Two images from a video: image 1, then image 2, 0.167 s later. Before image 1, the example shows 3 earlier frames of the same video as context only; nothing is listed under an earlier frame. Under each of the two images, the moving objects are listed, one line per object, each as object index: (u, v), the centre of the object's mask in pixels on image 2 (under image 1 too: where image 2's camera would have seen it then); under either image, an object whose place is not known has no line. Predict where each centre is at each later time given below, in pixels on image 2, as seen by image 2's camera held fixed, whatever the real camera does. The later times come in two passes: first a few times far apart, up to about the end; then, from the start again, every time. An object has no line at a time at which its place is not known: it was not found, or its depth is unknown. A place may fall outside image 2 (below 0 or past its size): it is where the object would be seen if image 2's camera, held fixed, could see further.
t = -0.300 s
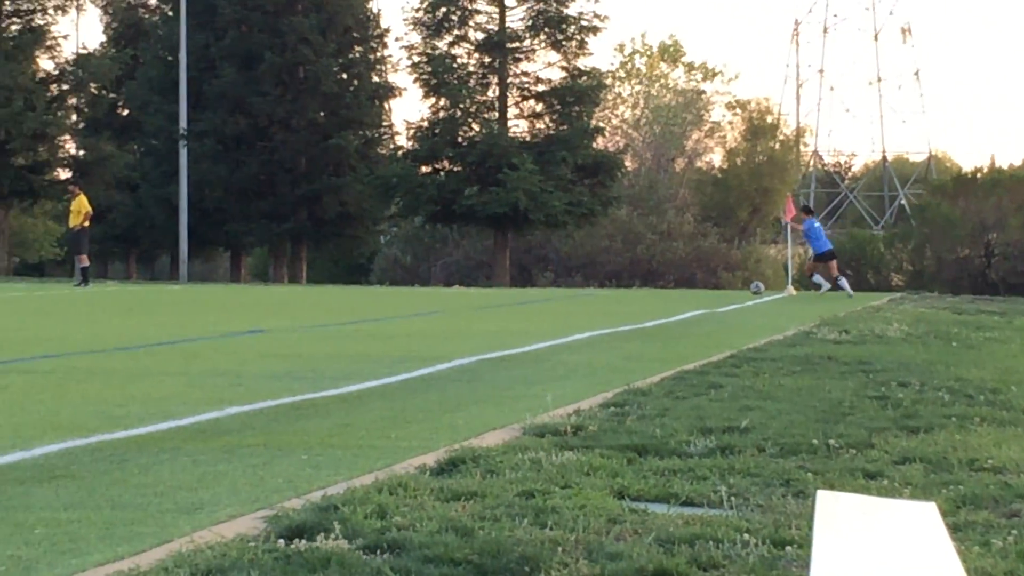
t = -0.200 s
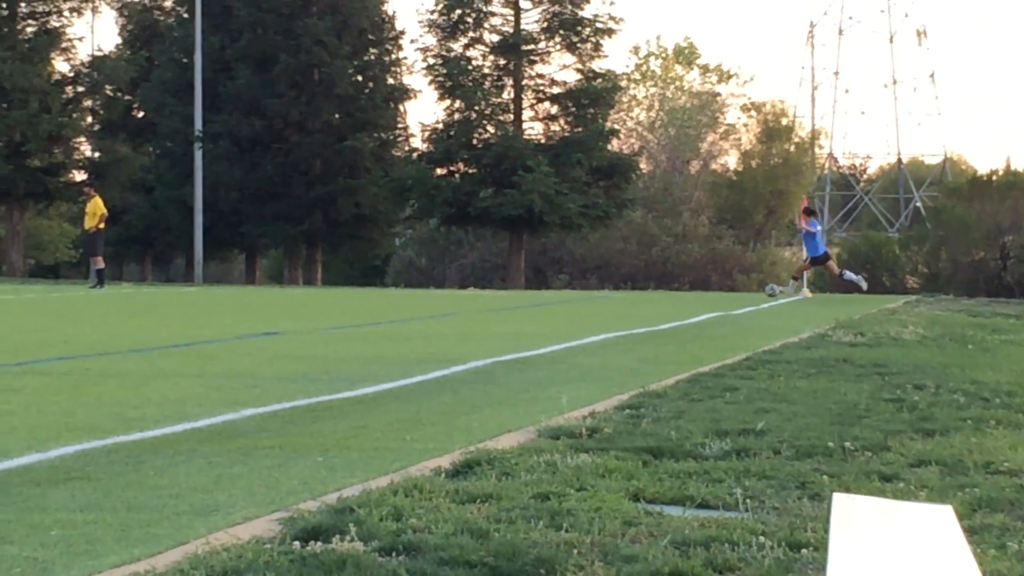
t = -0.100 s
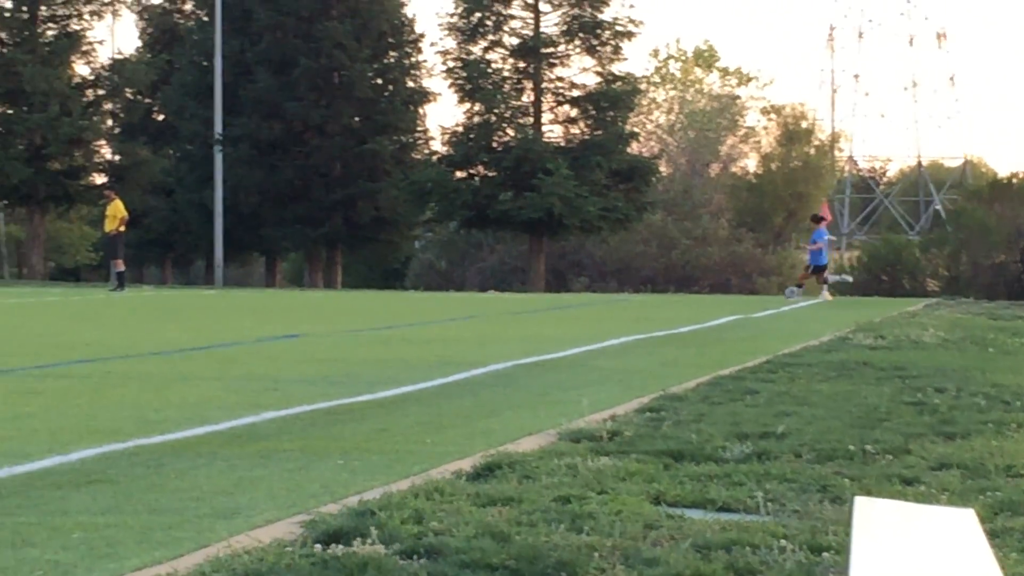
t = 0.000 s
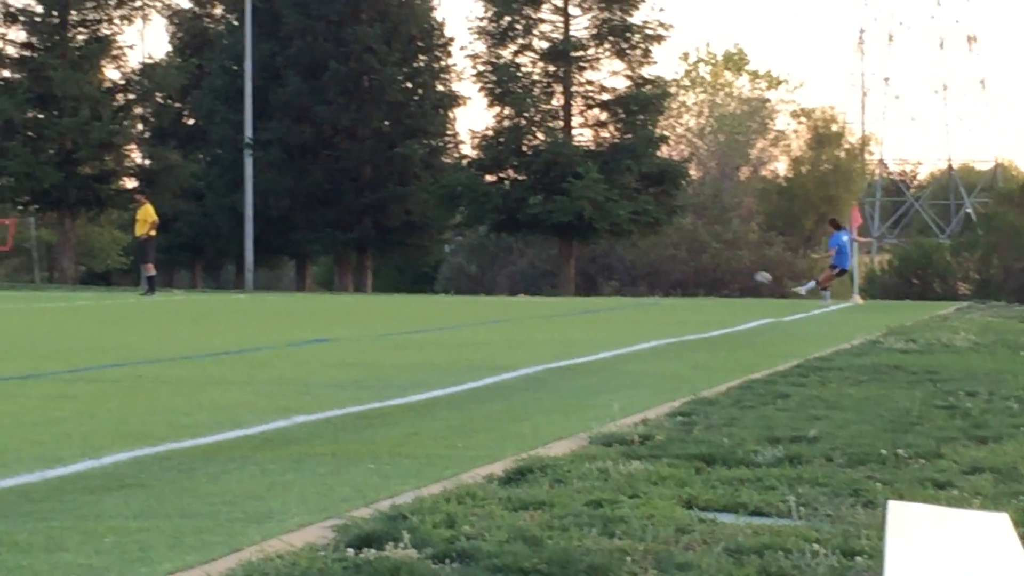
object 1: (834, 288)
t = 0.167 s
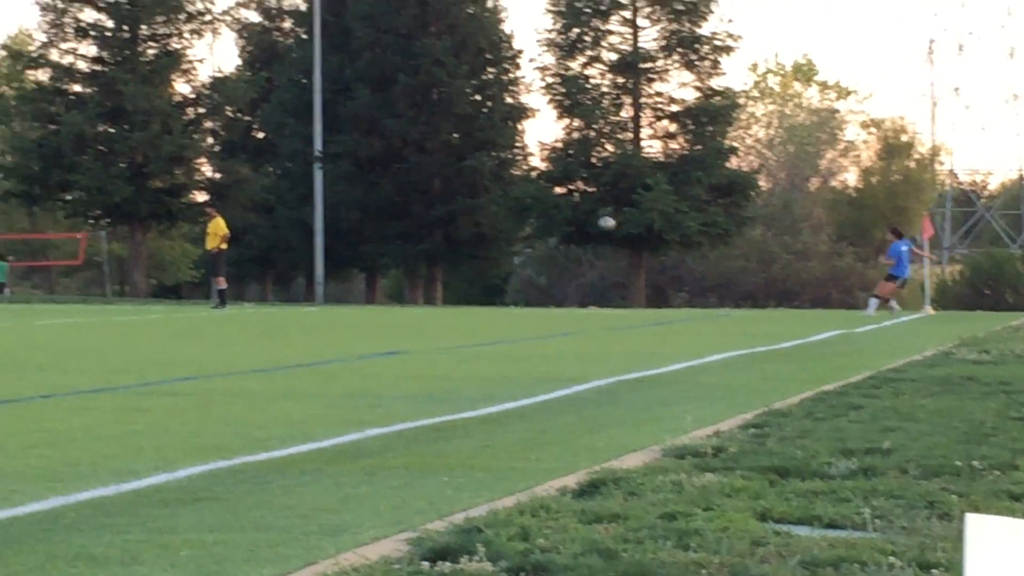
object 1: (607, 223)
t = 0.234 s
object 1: (521, 202)
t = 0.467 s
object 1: (231, 144)
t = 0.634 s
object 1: (19, 113)
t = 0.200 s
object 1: (564, 212)
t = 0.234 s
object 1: (521, 202)
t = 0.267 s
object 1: (479, 192)
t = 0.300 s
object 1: (438, 183)
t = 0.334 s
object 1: (397, 175)
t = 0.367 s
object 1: (356, 167)
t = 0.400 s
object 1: (315, 159)
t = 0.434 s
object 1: (273, 152)
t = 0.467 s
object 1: (231, 144)
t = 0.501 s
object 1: (189, 137)
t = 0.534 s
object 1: (146, 130)
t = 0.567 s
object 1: (104, 124)
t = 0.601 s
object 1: (61, 118)
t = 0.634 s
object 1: (19, 113)
